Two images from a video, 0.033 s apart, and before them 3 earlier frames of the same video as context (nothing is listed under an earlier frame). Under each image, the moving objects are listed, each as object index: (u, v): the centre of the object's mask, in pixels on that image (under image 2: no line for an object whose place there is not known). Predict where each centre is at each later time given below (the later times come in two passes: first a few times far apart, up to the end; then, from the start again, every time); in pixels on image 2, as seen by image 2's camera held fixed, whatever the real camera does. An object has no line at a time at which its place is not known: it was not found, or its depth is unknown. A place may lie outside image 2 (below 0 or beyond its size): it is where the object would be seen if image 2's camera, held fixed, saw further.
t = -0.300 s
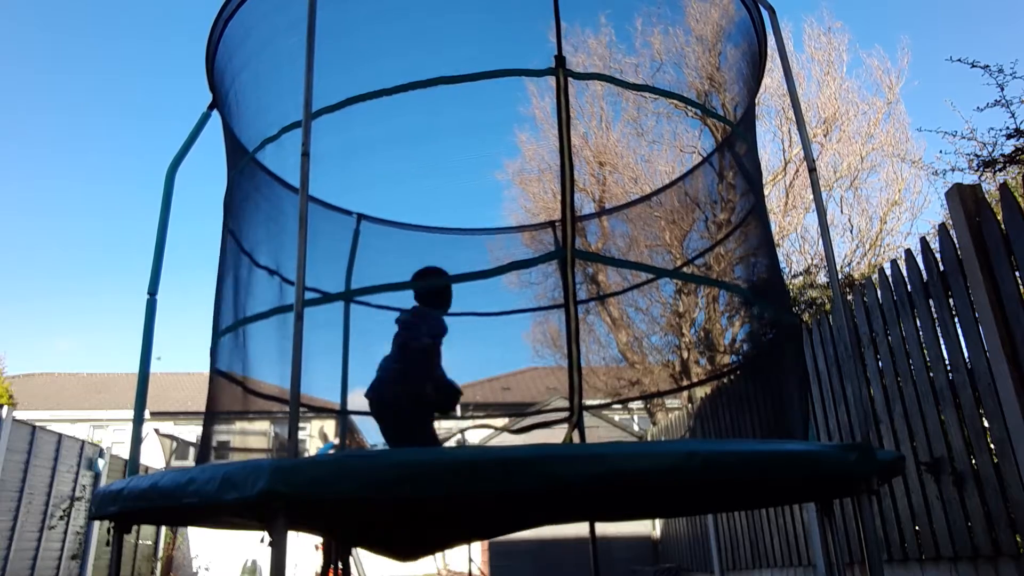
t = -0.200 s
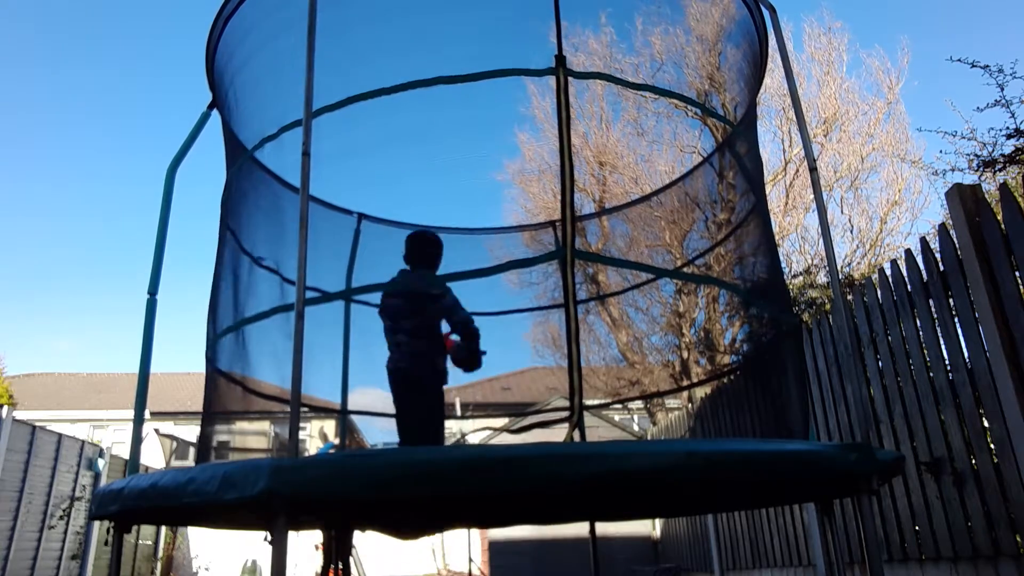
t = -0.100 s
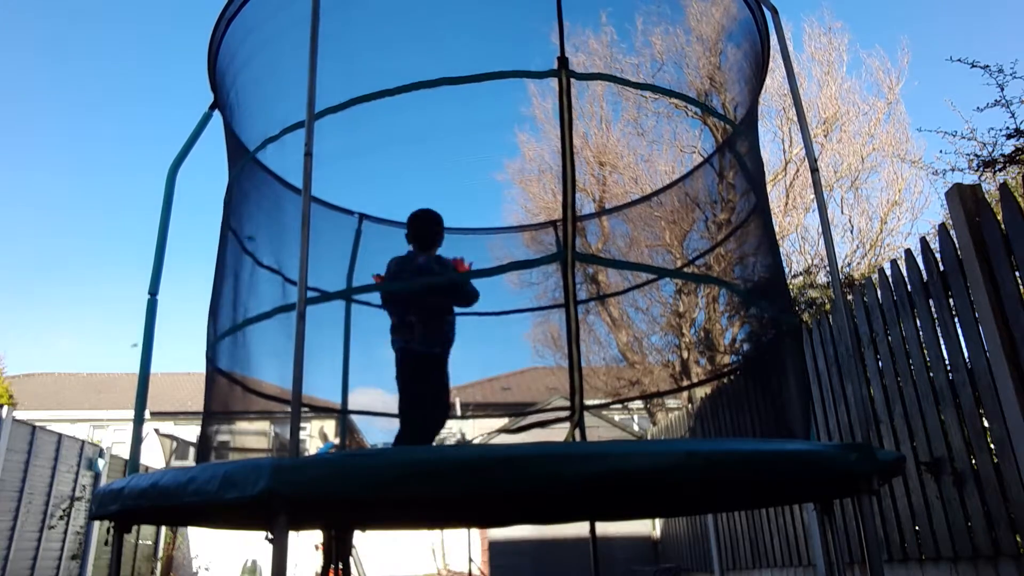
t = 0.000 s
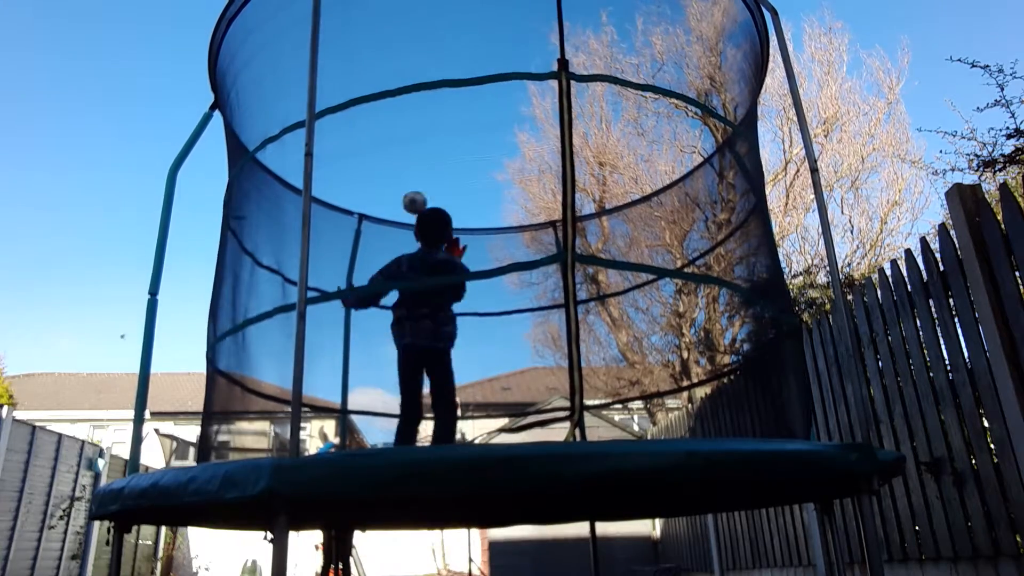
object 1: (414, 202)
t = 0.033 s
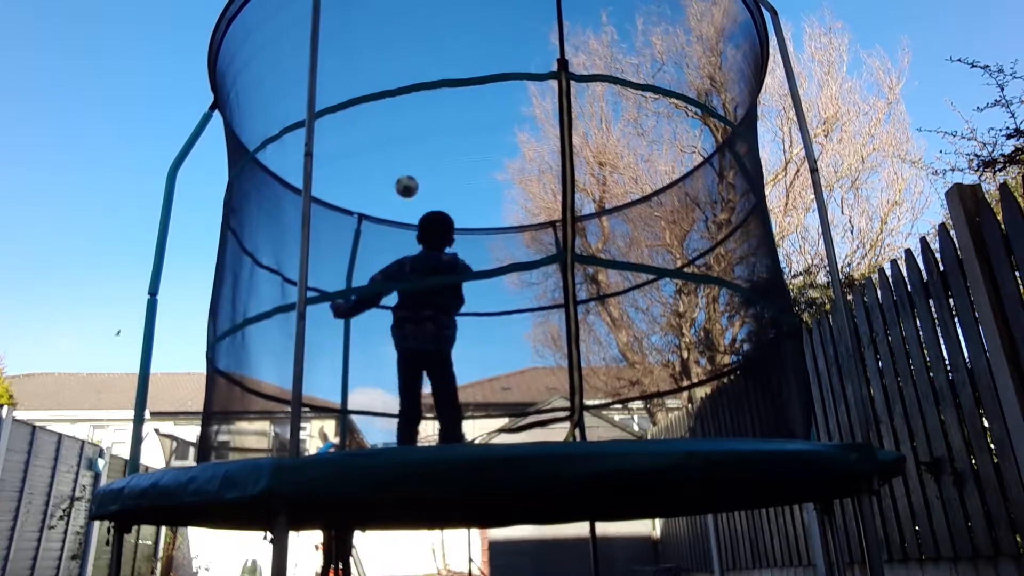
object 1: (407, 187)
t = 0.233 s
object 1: (366, 133)
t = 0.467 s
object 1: (329, 140)
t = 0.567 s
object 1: (318, 159)
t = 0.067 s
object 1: (399, 172)
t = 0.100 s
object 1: (391, 161)
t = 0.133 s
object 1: (385, 151)
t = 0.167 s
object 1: (377, 142)
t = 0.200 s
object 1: (371, 137)
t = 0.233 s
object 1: (366, 133)
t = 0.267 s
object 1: (360, 130)
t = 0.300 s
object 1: (354, 129)
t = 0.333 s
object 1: (349, 128)
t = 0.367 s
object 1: (344, 129)
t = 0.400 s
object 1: (339, 132)
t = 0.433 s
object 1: (334, 136)
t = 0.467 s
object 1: (329, 140)
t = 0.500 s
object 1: (325, 146)
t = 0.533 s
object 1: (321, 152)
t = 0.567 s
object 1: (318, 159)
